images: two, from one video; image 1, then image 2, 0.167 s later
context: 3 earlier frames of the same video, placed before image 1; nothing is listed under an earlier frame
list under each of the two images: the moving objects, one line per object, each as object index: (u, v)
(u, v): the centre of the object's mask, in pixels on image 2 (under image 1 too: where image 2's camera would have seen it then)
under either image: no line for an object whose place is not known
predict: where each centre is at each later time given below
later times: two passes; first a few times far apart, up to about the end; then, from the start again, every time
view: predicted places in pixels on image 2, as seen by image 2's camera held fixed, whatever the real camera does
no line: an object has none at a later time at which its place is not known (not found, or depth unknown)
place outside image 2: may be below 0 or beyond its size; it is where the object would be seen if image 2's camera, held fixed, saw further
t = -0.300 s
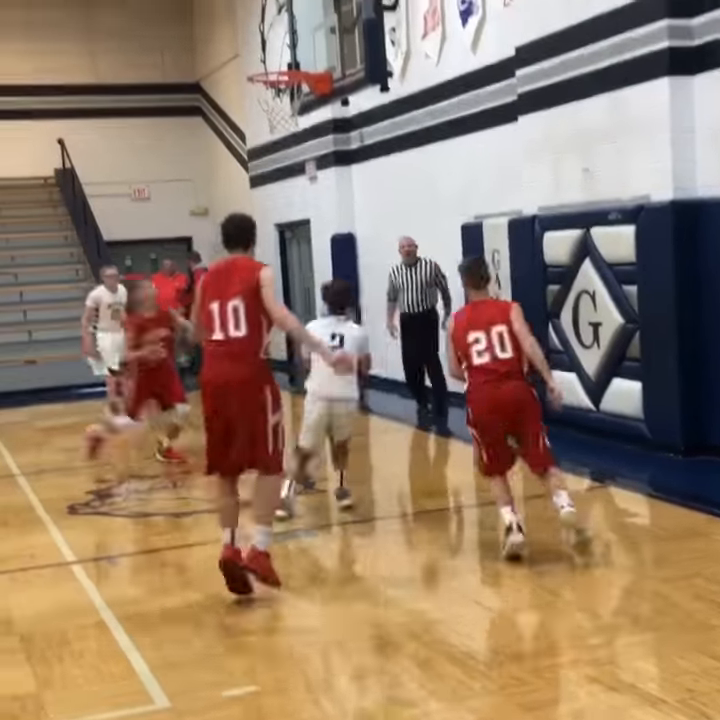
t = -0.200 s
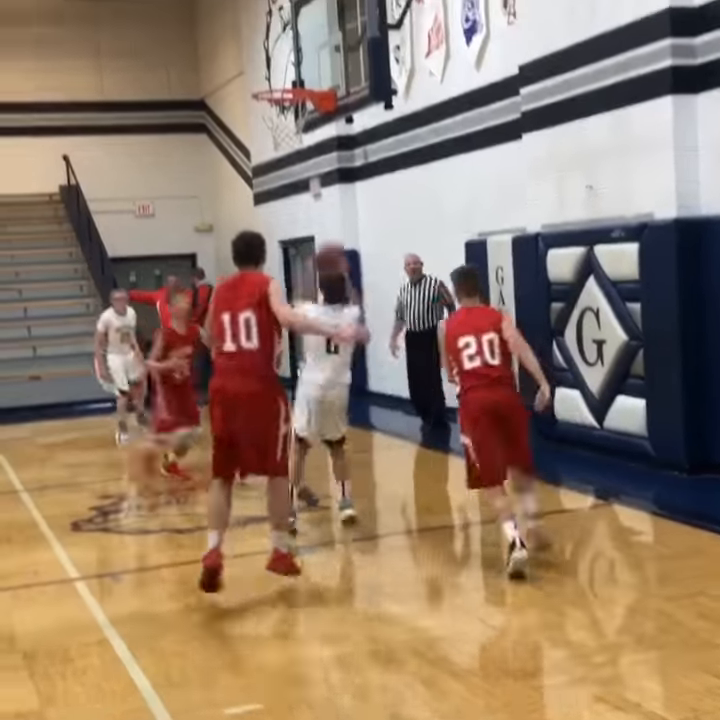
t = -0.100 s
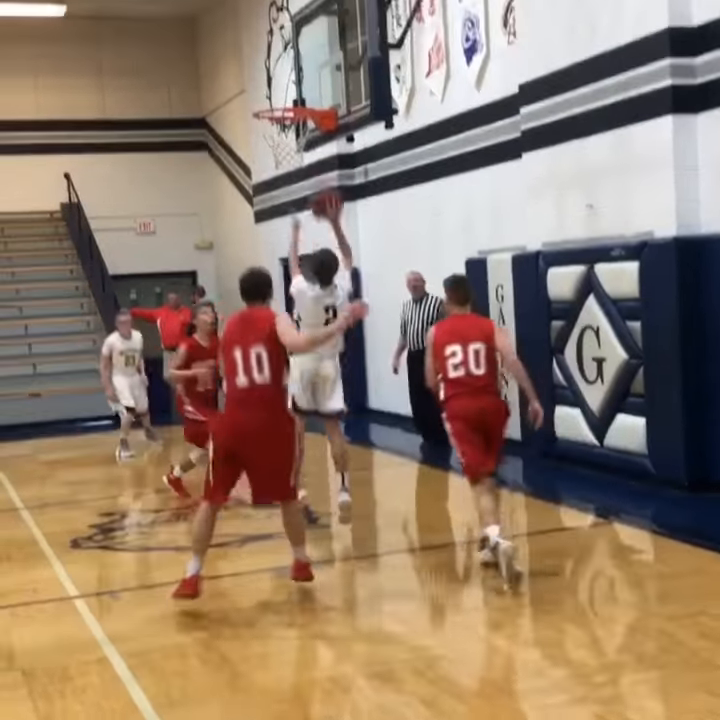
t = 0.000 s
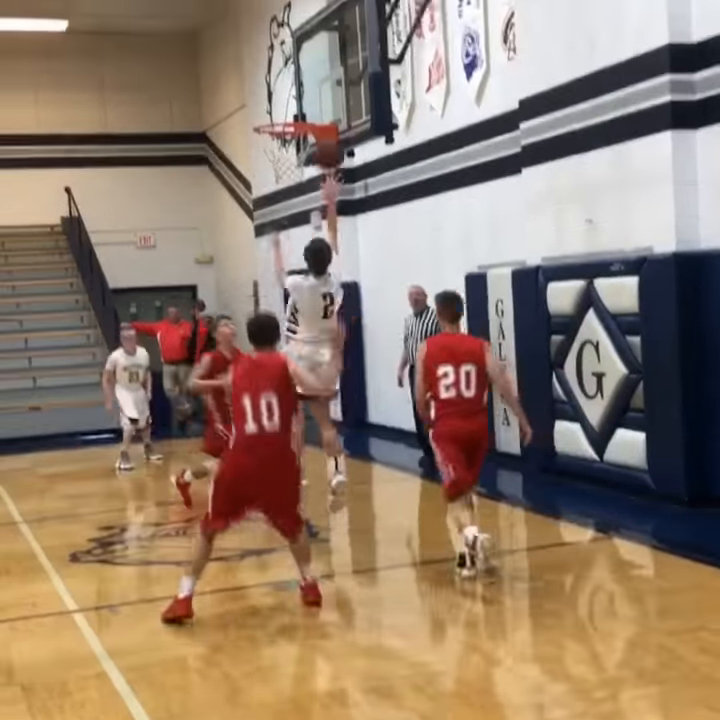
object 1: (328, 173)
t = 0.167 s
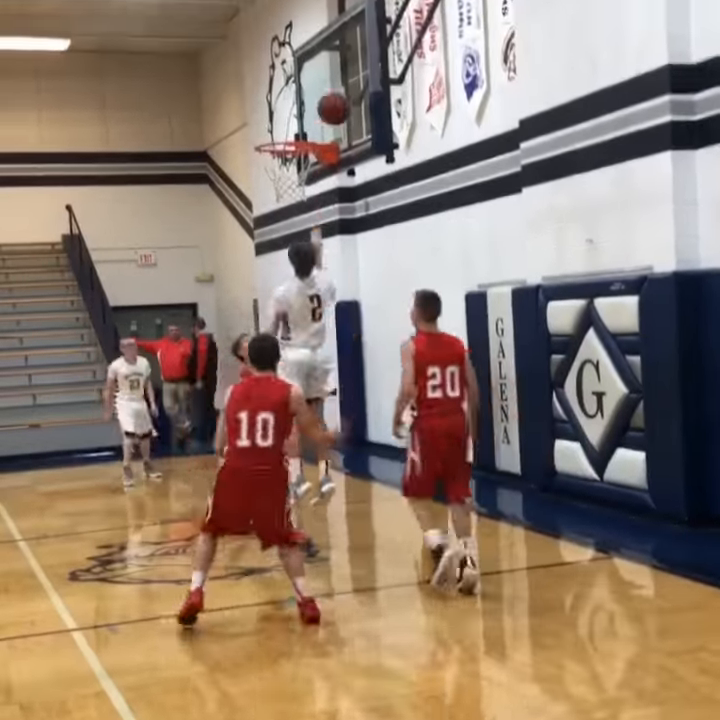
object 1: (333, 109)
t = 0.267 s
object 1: (325, 94)
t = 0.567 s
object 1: (277, 139)
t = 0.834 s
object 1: (276, 198)
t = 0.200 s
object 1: (334, 101)
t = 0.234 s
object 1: (330, 97)
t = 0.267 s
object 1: (325, 94)
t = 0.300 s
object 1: (320, 94)
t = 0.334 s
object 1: (315, 95)
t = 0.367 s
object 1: (309, 98)
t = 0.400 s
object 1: (303, 102)
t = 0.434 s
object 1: (298, 106)
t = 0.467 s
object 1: (294, 113)
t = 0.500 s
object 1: (288, 121)
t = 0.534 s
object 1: (284, 130)
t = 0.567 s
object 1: (277, 139)
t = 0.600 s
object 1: (274, 153)
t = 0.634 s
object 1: (271, 166)
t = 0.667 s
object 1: (269, 175)
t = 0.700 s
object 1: (268, 180)
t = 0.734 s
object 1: (270, 183)
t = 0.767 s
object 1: (272, 187)
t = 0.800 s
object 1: (275, 192)
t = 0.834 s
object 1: (276, 198)
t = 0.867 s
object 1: (277, 205)
